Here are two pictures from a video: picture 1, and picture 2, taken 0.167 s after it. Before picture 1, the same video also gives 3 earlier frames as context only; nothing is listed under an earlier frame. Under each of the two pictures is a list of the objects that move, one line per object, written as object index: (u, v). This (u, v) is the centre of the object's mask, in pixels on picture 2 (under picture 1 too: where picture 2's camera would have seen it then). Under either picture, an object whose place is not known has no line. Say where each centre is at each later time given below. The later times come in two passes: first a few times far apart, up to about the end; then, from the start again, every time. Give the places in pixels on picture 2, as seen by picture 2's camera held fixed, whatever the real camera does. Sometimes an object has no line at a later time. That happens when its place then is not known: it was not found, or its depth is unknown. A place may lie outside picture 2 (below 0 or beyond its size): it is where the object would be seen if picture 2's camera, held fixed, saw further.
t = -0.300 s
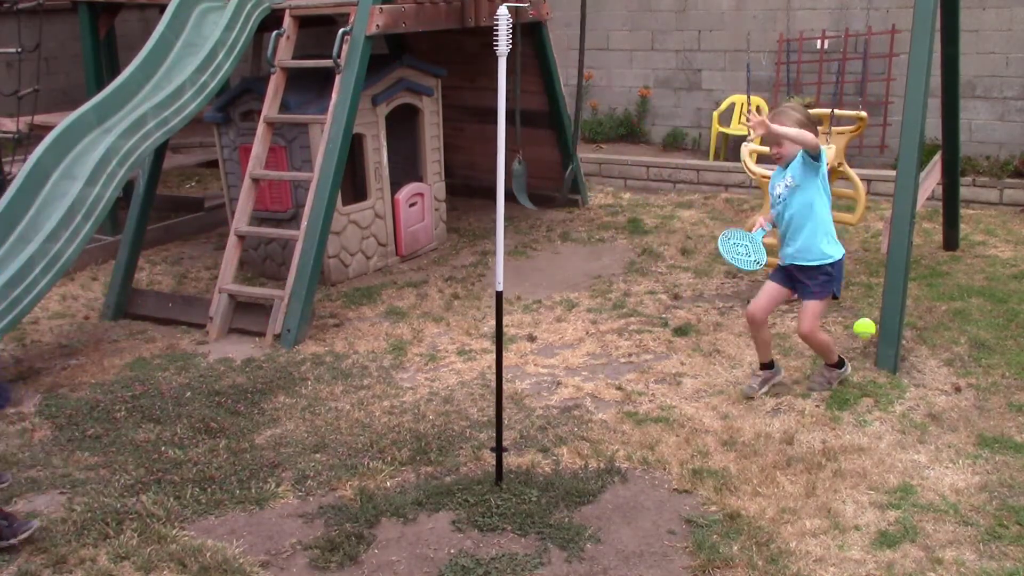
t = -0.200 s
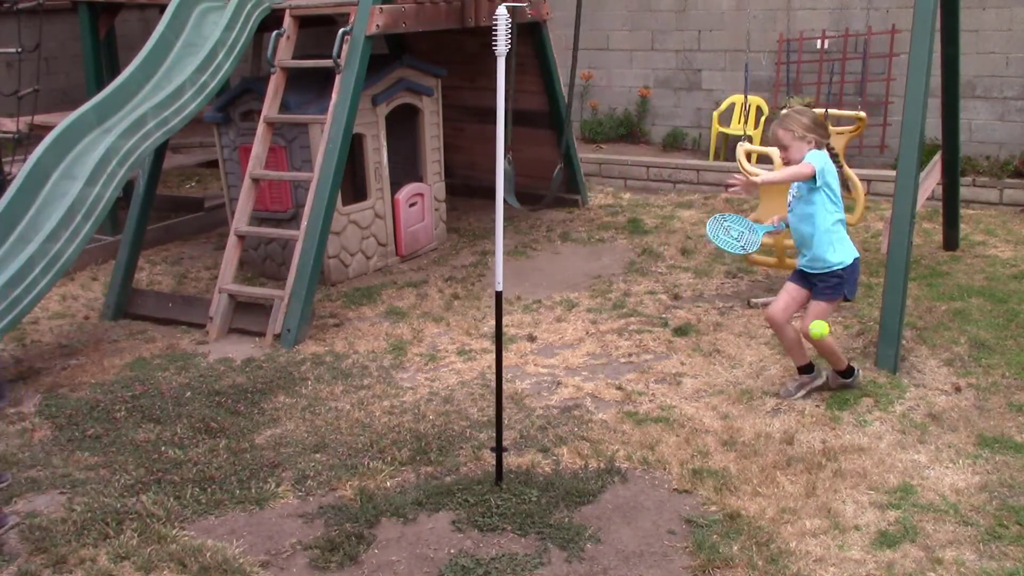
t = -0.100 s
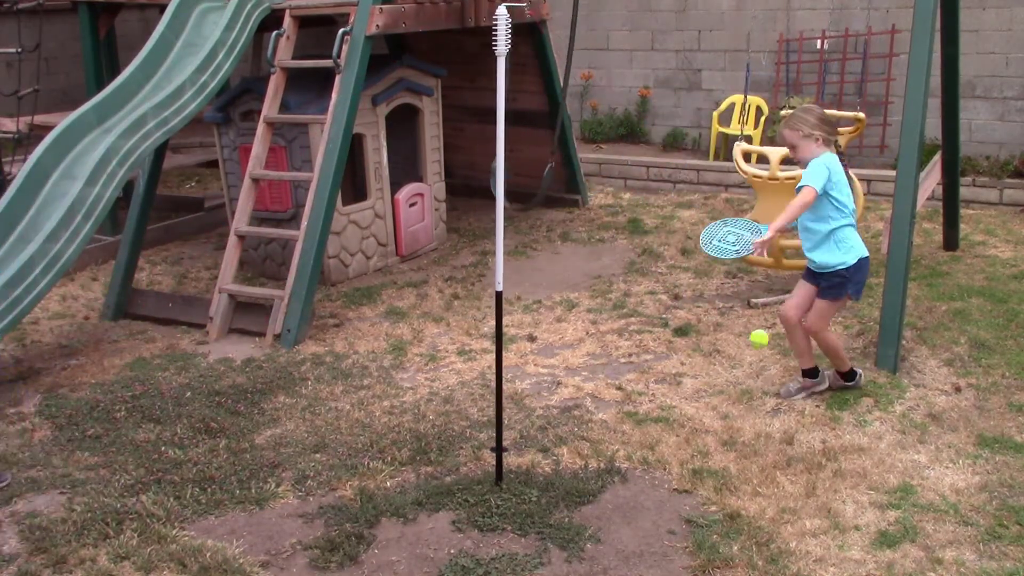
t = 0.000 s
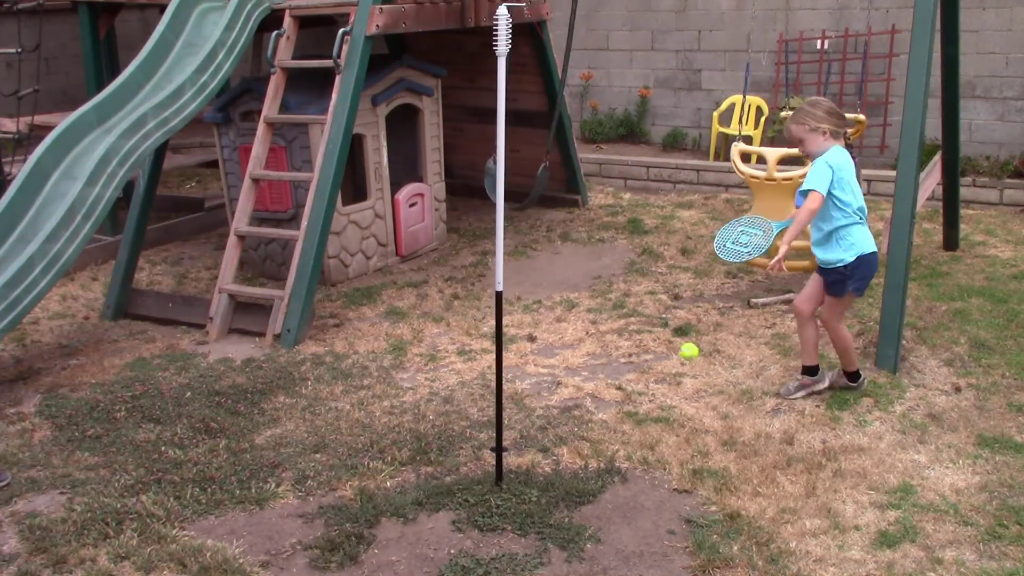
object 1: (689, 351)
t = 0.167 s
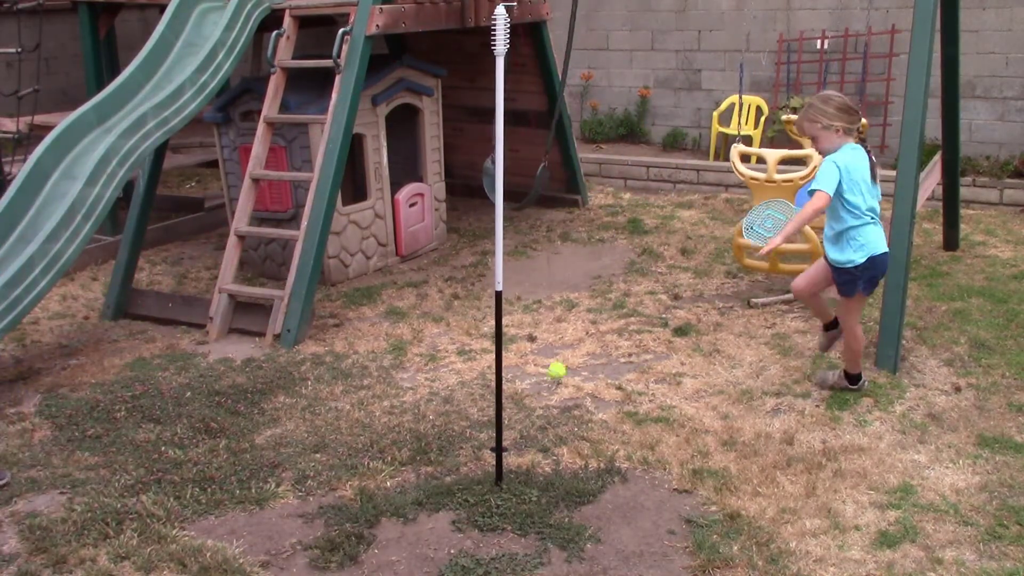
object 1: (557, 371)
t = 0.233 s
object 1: (506, 375)
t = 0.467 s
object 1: (319, 384)
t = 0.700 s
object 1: (184, 390)
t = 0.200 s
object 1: (529, 373)
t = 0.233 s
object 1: (506, 375)
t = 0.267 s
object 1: (474, 378)
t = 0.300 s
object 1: (447, 379)
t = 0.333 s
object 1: (420, 381)
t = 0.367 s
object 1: (395, 382)
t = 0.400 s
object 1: (368, 382)
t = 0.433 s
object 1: (343, 383)
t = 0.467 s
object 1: (319, 384)
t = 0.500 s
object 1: (296, 384)
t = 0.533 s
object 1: (273, 385)
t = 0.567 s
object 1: (252, 386)
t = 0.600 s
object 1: (233, 387)
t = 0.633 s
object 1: (214, 388)
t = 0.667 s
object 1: (198, 389)
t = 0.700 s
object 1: (184, 390)
